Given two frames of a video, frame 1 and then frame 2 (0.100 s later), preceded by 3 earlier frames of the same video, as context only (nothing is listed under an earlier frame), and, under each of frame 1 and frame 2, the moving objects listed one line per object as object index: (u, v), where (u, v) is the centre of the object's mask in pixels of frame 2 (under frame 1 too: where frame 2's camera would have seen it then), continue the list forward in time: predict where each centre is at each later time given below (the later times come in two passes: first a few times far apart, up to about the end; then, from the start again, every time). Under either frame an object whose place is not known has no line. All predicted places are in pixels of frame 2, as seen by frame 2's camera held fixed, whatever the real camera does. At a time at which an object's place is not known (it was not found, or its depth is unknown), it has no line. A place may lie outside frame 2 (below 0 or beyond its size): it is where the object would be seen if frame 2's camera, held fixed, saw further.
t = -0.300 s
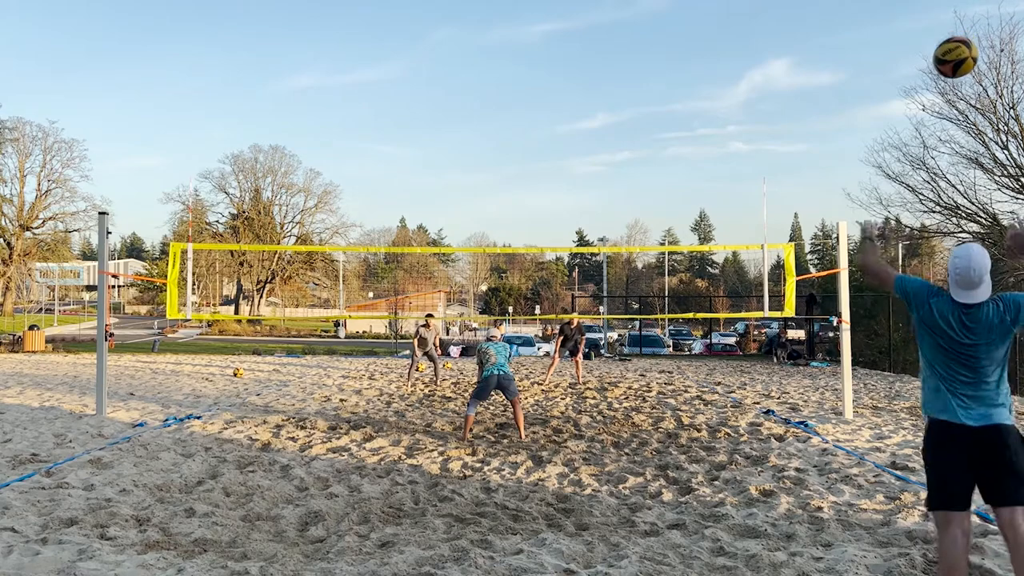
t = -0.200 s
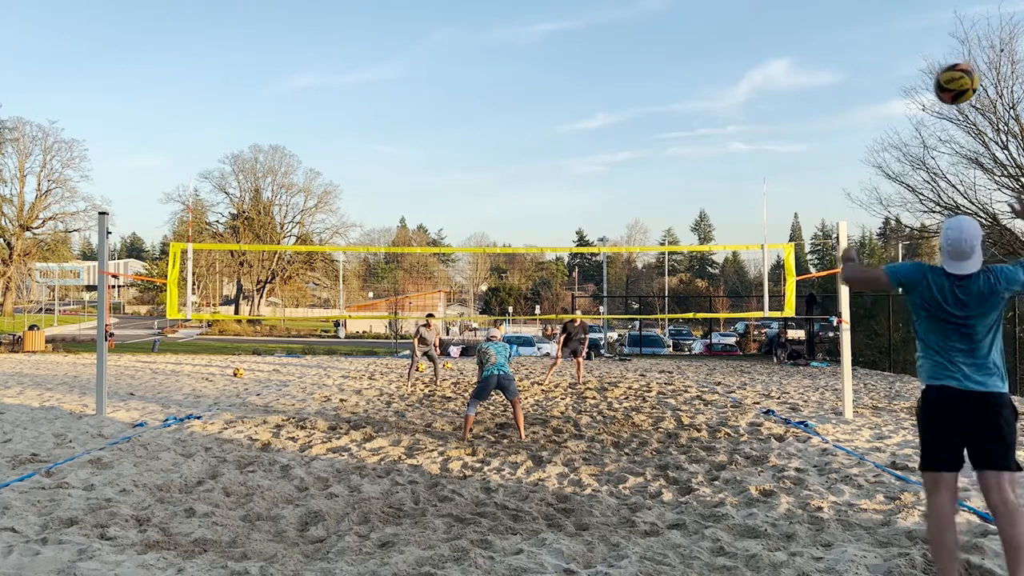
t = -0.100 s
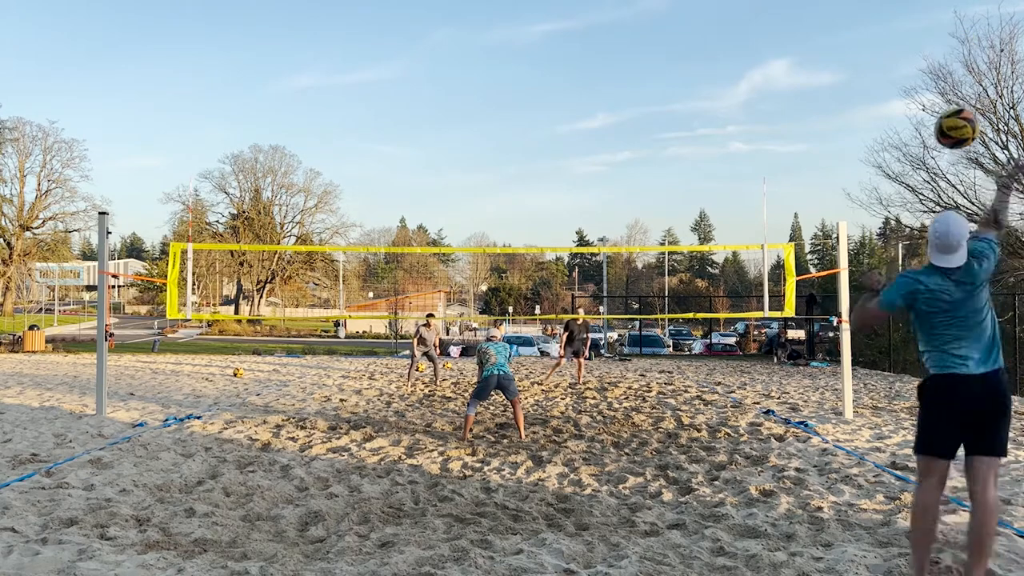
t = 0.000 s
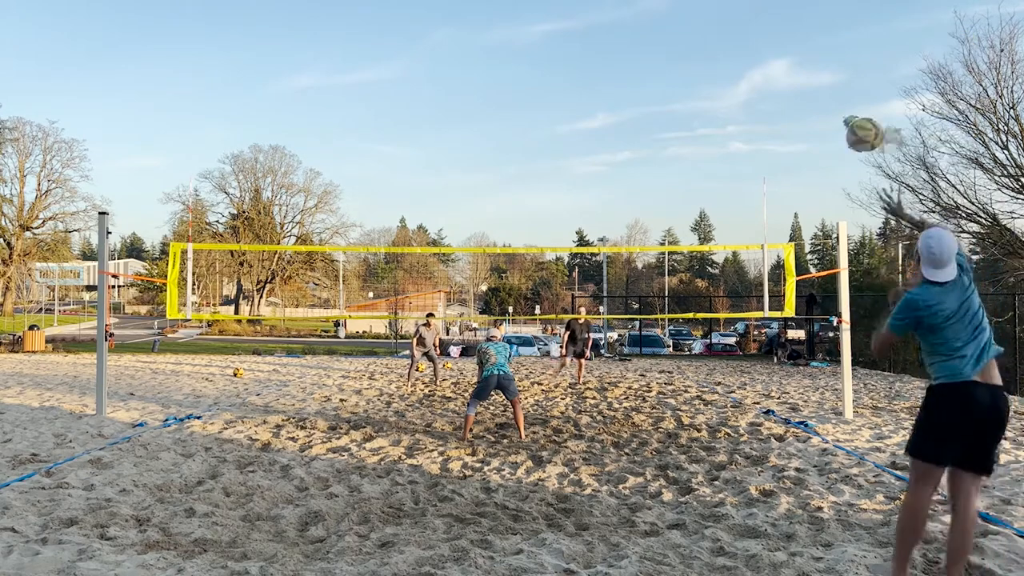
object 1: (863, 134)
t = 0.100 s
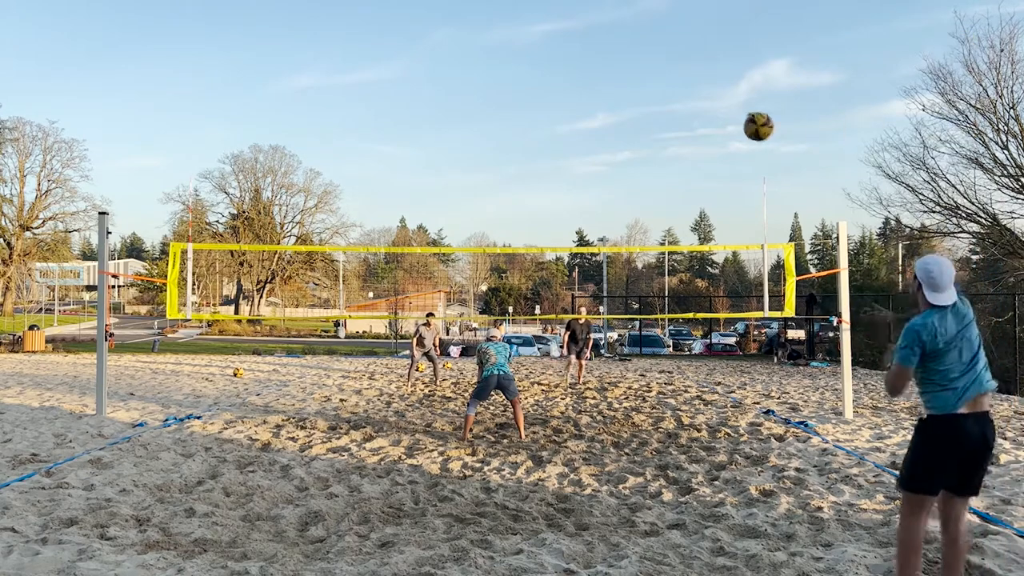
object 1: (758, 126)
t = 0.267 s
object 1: (649, 137)
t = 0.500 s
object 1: (563, 179)
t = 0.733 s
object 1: (514, 237)
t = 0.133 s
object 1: (731, 126)
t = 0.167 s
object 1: (707, 128)
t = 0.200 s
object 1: (686, 130)
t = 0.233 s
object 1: (666, 133)
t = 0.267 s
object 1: (649, 137)
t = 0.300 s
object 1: (634, 142)
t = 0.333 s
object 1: (619, 147)
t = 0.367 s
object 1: (606, 151)
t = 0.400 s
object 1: (594, 159)
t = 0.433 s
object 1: (583, 165)
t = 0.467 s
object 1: (572, 172)
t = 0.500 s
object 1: (563, 179)
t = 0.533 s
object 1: (554, 186)
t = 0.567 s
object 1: (546, 193)
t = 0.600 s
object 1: (539, 201)
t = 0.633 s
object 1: (532, 209)
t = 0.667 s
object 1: (525, 218)
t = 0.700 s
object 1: (520, 227)
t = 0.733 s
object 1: (514, 237)
